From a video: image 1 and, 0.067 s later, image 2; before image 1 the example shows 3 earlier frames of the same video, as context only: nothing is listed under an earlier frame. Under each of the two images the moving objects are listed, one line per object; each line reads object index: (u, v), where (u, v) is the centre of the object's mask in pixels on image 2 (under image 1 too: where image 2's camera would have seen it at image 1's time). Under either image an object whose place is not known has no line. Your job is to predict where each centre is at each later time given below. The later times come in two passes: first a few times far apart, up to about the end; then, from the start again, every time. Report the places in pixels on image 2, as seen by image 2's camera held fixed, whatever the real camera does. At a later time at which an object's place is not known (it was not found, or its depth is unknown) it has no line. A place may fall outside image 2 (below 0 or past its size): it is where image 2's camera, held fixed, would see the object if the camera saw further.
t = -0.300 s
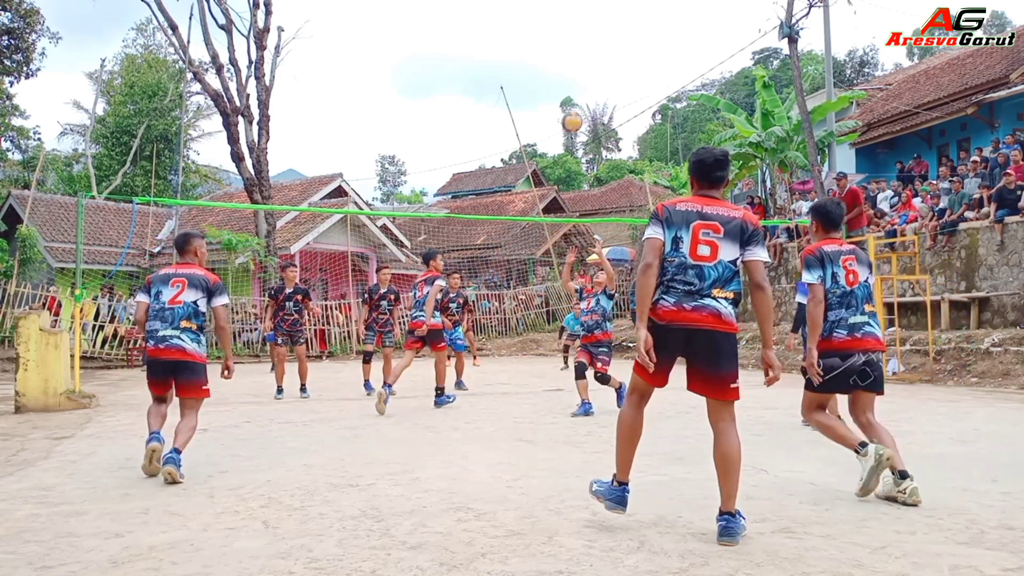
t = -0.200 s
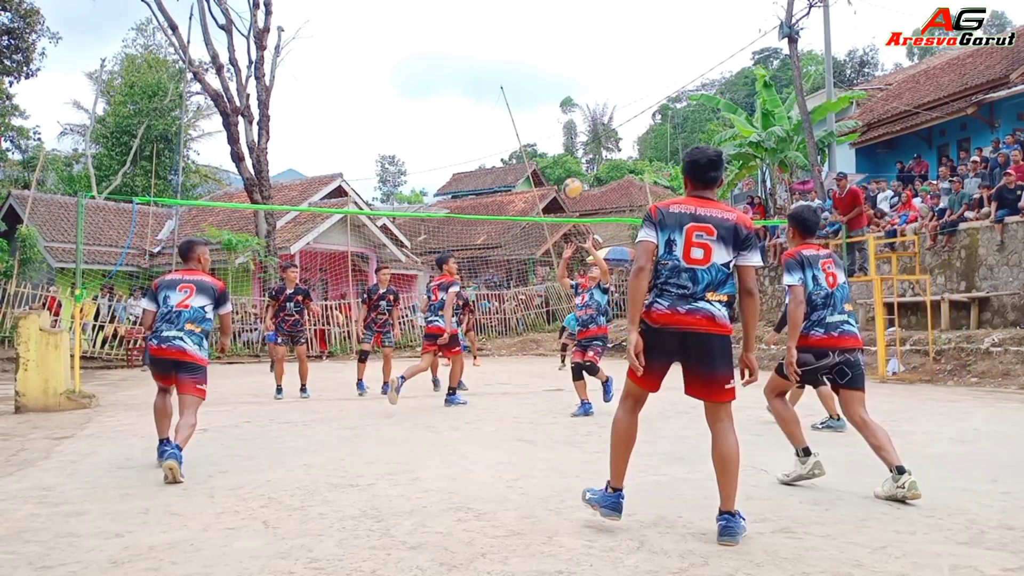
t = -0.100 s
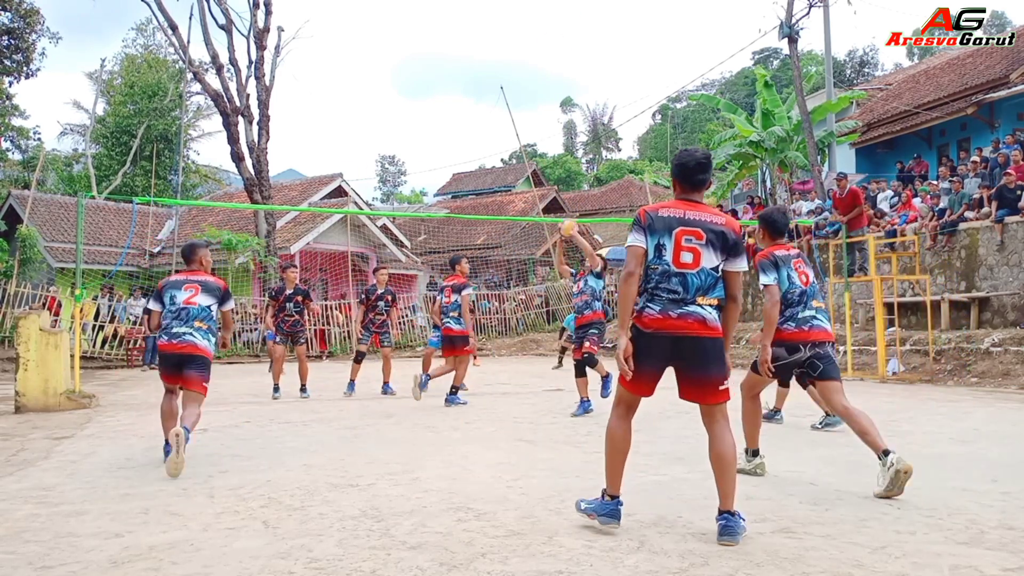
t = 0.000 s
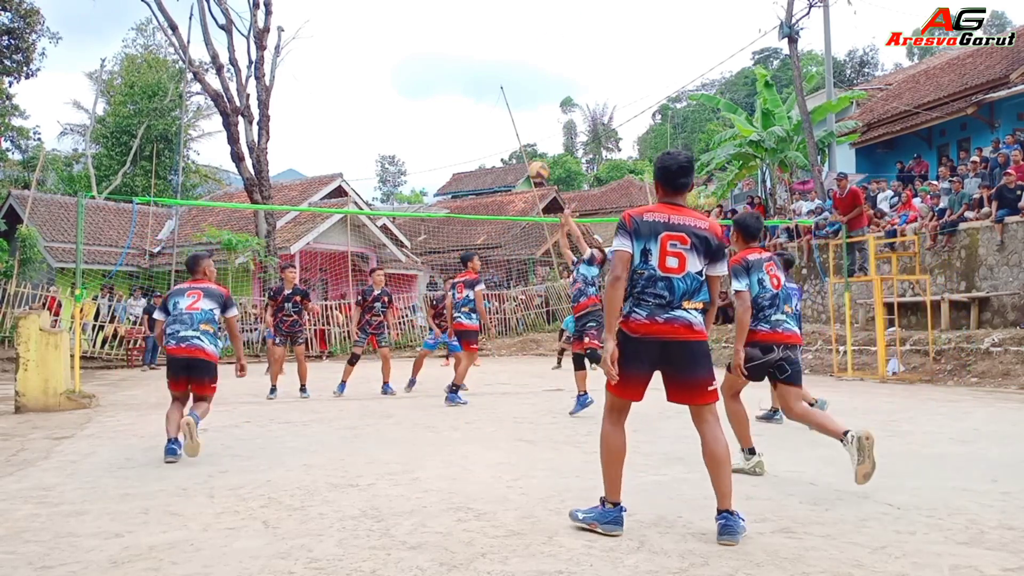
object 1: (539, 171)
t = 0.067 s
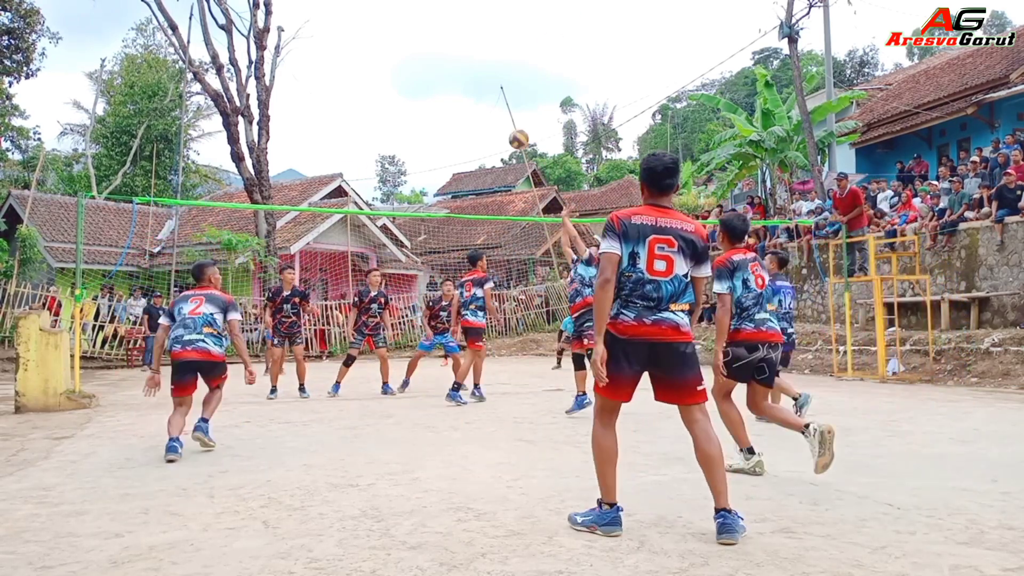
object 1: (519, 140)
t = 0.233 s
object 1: (471, 76)
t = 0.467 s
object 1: (406, 33)
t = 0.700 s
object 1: (343, 40)
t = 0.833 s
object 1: (308, 66)
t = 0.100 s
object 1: (509, 125)
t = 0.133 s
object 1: (499, 111)
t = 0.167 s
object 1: (490, 98)
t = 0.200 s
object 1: (480, 87)
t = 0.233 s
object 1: (471, 76)
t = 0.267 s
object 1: (461, 67)
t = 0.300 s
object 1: (452, 58)
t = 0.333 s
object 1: (442, 51)
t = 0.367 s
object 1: (433, 45)
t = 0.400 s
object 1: (424, 40)
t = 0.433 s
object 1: (415, 36)
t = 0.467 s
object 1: (406, 33)
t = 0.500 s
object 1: (397, 31)
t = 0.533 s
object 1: (388, 30)
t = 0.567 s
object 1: (378, 30)
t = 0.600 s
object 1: (370, 31)
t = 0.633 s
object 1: (361, 33)
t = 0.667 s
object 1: (352, 36)
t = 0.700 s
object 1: (343, 40)
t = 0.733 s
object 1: (334, 45)
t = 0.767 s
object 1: (325, 51)
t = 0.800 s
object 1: (316, 58)
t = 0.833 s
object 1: (308, 66)
